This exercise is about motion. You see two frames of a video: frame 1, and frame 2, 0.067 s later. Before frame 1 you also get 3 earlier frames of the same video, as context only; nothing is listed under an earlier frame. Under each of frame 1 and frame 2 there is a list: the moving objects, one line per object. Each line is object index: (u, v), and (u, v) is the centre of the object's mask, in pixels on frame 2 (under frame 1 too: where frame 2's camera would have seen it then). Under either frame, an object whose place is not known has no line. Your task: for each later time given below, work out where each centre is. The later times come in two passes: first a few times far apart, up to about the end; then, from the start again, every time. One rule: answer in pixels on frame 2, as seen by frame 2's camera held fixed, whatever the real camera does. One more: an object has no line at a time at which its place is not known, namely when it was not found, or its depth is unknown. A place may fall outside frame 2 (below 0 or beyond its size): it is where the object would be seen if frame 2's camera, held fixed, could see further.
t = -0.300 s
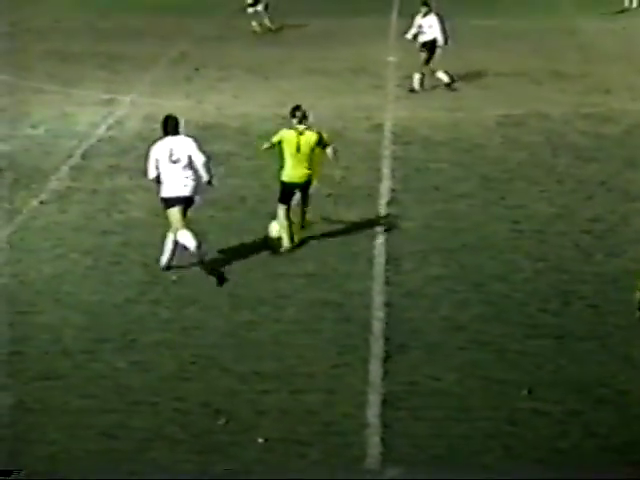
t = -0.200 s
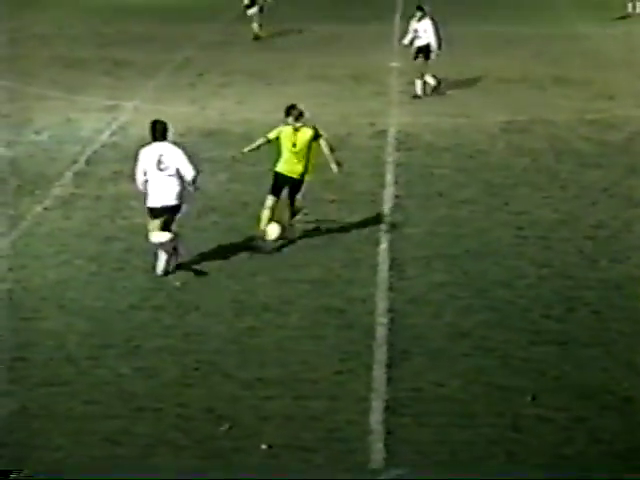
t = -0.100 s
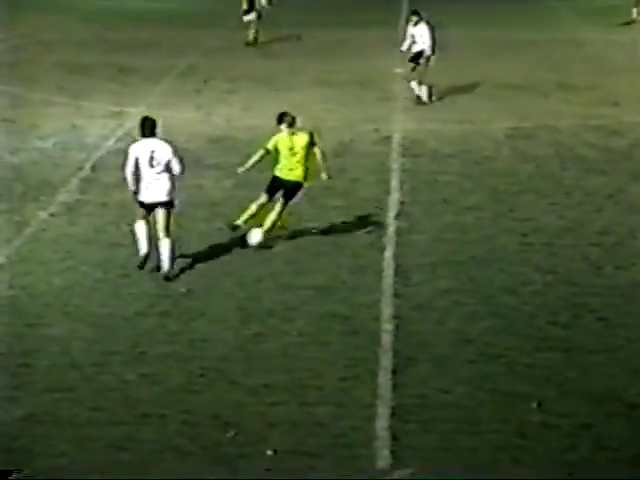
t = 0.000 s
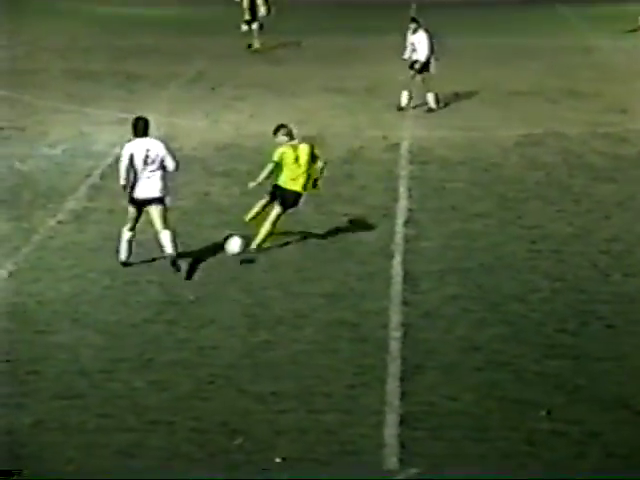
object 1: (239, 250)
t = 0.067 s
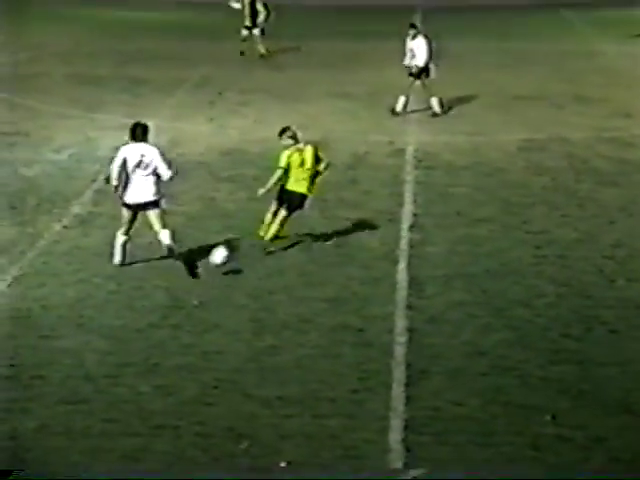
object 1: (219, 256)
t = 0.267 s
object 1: (160, 281)
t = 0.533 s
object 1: (88, 296)
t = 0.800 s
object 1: (13, 319)
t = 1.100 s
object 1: (-76, 345)
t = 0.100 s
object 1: (208, 260)
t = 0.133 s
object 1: (199, 265)
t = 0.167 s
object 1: (188, 272)
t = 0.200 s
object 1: (178, 280)
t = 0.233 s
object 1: (169, 280)
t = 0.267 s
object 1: (160, 281)
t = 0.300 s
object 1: (151, 282)
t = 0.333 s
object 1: (142, 285)
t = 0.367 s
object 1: (133, 288)
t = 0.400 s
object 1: (125, 292)
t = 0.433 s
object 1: (116, 295)
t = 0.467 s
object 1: (107, 295)
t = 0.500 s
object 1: (98, 295)
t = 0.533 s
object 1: (88, 296)
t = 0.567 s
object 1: (79, 299)
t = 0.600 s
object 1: (70, 304)
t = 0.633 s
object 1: (61, 308)
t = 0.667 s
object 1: (51, 310)
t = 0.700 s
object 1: (42, 311)
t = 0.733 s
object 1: (33, 313)
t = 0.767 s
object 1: (23, 316)
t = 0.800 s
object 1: (13, 319)
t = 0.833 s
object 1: (3, 324)
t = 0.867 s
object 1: (-6, 327)
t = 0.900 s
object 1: (-16, 329)
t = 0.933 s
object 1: (-26, 331)
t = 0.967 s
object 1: (-35, 335)
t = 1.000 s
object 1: (-45, 338)
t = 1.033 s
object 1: (-55, 339)
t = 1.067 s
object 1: (-65, 341)
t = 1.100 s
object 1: (-76, 345)
